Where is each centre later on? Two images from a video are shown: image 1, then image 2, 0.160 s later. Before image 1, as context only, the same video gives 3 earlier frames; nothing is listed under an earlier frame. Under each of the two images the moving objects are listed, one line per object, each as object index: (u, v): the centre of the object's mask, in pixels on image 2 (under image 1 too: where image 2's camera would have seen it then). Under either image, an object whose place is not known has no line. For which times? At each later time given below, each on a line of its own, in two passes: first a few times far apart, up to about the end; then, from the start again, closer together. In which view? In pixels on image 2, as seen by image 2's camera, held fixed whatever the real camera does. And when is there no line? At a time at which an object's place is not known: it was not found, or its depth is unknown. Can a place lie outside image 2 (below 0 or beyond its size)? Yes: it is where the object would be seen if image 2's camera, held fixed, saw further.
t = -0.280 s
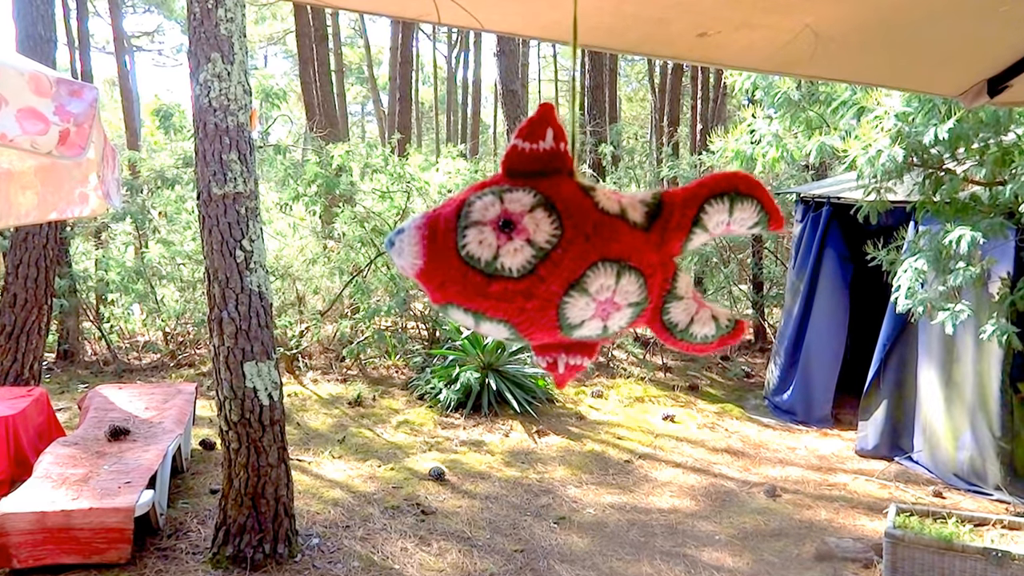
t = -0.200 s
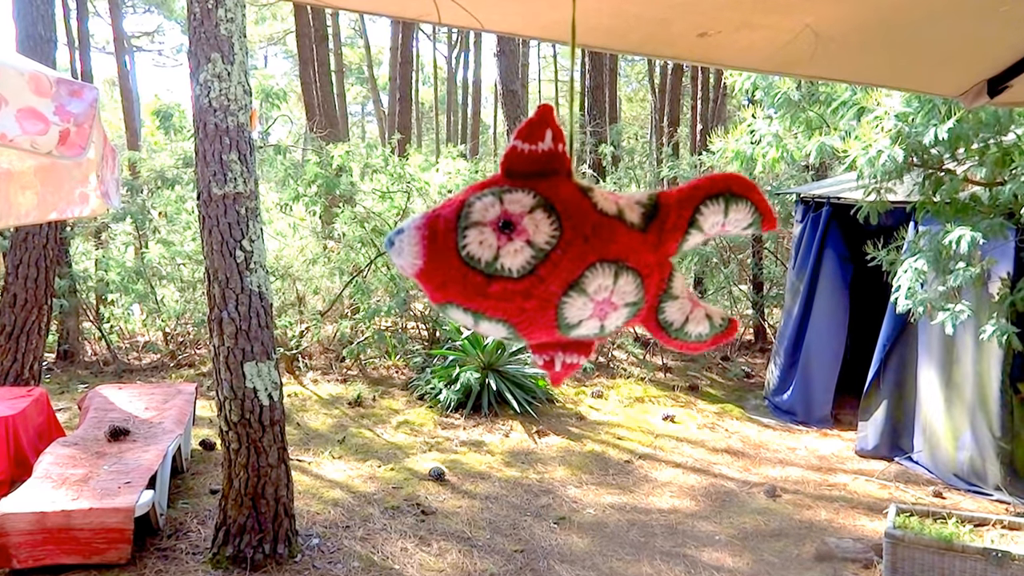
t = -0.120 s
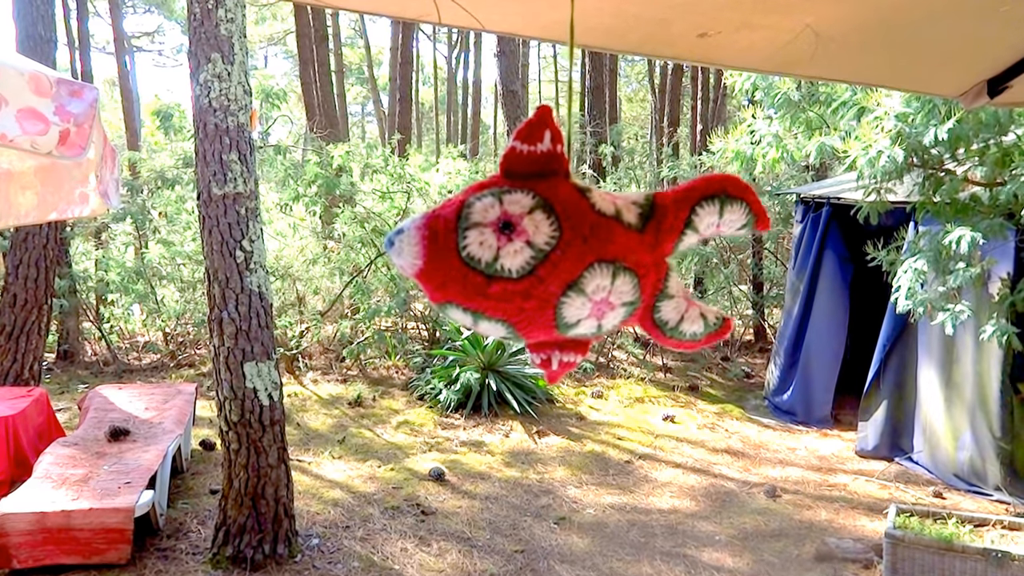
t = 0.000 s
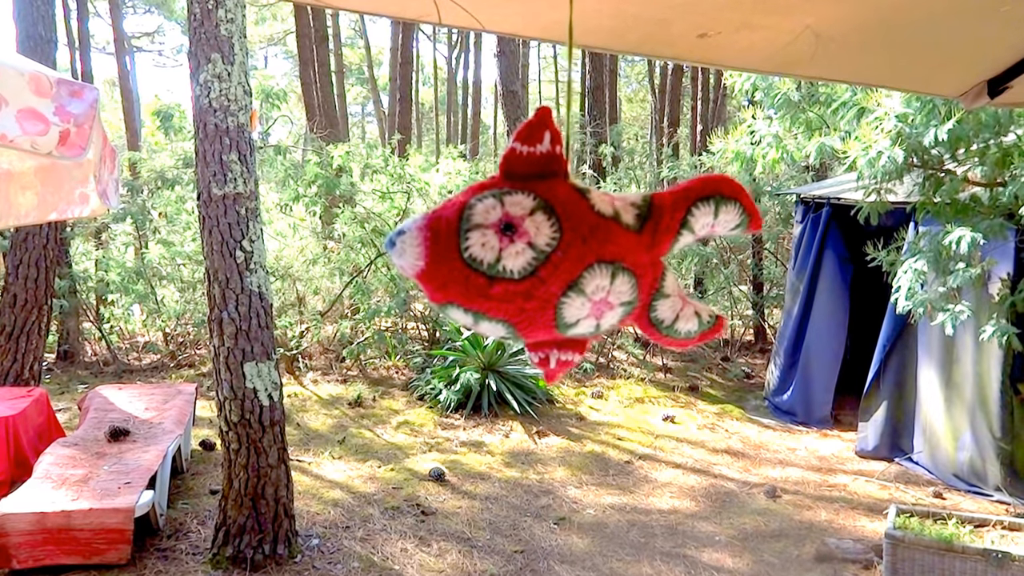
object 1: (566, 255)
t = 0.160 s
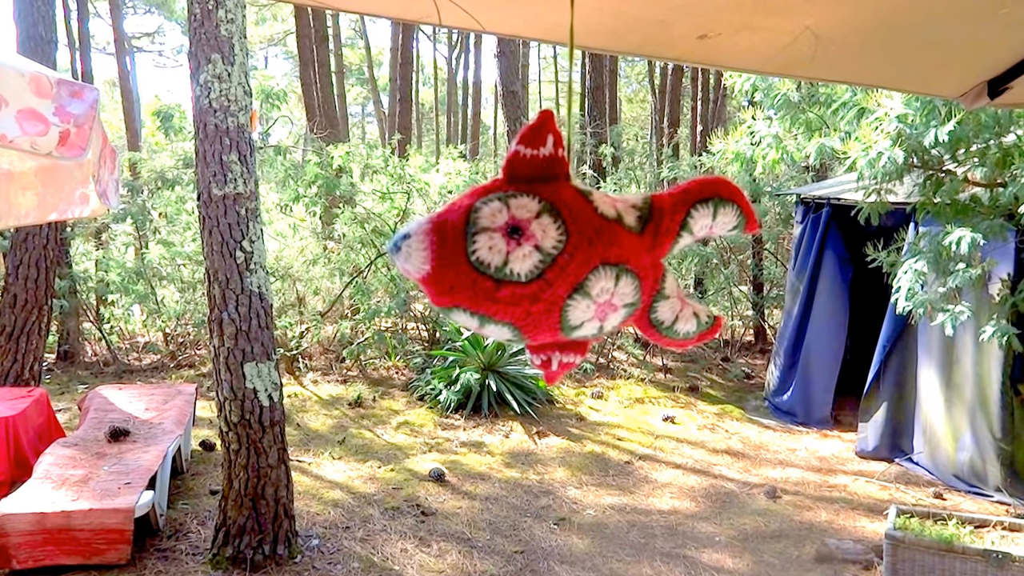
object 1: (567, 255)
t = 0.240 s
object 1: (568, 255)
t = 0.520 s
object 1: (574, 257)
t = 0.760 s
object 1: (570, 257)
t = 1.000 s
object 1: (559, 254)
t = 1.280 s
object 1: (556, 258)
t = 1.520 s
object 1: (560, 259)
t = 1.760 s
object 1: (564, 259)
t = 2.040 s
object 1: (559, 258)
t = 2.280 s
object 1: (558, 259)
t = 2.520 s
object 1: (570, 262)
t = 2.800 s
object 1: (589, 261)
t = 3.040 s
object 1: (593, 260)
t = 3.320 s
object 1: (583, 258)
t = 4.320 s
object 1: (574, 260)
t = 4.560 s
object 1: (559, 261)
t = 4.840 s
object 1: (556, 260)
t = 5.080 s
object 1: (558, 264)
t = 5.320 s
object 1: (557, 265)
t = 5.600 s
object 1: (545, 266)
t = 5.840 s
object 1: (540, 267)
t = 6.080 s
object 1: (553, 265)
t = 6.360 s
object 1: (573, 264)
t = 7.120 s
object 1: (580, 259)
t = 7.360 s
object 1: (604, 254)
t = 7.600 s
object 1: (616, 253)
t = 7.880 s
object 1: (602, 249)
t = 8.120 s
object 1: (589, 248)
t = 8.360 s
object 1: (588, 250)
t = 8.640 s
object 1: (587, 249)
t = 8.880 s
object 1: (576, 248)
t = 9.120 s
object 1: (559, 244)
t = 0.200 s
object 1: (567, 255)
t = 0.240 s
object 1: (568, 255)
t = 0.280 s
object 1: (569, 255)
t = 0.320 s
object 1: (570, 255)
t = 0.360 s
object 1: (571, 255)
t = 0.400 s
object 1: (573, 256)
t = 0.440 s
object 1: (573, 256)
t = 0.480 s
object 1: (574, 256)
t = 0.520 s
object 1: (574, 257)
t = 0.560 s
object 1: (574, 257)
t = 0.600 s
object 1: (574, 257)
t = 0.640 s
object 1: (573, 257)
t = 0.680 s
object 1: (572, 257)
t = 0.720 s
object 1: (571, 257)
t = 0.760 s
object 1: (570, 257)
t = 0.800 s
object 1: (568, 256)
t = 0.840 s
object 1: (566, 255)
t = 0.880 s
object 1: (564, 255)
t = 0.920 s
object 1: (563, 255)
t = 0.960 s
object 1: (561, 254)
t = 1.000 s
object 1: (559, 254)
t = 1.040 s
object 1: (558, 254)
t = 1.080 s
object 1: (557, 255)
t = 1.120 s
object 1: (556, 256)
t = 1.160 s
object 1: (556, 256)
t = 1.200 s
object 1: (555, 257)
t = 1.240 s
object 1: (556, 258)
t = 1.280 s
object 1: (556, 258)
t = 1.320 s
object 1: (556, 258)
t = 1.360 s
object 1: (557, 258)
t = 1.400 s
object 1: (558, 258)
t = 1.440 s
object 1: (559, 258)
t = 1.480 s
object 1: (559, 258)
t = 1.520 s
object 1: (560, 259)
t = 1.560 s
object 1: (562, 259)
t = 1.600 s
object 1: (563, 260)
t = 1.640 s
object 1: (564, 261)
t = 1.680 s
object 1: (564, 260)
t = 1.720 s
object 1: (565, 260)
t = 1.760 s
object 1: (564, 259)
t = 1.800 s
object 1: (564, 259)
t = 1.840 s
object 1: (564, 258)
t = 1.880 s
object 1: (563, 258)
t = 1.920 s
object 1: (562, 258)
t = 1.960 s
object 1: (561, 257)
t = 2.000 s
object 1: (560, 257)
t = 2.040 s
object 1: (559, 258)
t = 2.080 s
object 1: (558, 258)
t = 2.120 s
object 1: (557, 258)
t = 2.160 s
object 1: (557, 258)
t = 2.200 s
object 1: (557, 259)
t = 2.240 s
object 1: (557, 258)
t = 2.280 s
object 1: (558, 259)
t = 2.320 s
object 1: (559, 260)
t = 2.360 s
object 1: (560, 260)
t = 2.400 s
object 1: (562, 261)
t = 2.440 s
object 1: (564, 262)
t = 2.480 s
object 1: (566, 262)
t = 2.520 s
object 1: (570, 262)
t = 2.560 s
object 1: (573, 262)
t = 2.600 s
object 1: (576, 262)
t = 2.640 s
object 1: (579, 261)
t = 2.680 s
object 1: (582, 260)
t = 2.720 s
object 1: (585, 261)
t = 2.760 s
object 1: (587, 261)
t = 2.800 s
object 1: (589, 261)
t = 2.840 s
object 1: (590, 261)
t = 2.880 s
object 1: (592, 261)
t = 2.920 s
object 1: (593, 261)
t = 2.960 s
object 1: (593, 260)
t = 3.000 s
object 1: (593, 260)
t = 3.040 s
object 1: (593, 260)
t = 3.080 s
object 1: (592, 260)
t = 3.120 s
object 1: (591, 260)
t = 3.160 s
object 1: (590, 259)
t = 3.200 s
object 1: (588, 259)
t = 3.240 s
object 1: (587, 258)
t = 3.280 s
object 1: (585, 258)
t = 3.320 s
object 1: (583, 258)
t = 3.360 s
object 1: (581, 258)
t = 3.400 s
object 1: (579, 258)
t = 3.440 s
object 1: (578, 258)
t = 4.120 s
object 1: (585, 259)
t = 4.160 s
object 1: (584, 259)
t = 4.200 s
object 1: (582, 260)
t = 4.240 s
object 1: (580, 260)
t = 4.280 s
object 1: (577, 260)
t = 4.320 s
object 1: (574, 260)
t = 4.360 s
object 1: (571, 261)
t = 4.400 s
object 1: (569, 261)
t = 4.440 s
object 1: (566, 261)
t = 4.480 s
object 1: (563, 261)
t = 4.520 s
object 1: (560, 261)
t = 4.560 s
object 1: (559, 261)
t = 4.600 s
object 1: (558, 261)
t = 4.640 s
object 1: (557, 261)
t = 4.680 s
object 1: (556, 260)
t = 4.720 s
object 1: (556, 260)
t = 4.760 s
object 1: (556, 260)
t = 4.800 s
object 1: (556, 260)
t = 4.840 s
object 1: (556, 260)
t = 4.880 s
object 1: (556, 260)
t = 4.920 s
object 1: (556, 261)
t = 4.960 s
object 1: (557, 261)
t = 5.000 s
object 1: (557, 262)
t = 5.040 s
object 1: (558, 263)
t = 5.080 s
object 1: (558, 264)
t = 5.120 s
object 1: (558, 265)
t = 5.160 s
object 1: (558, 266)
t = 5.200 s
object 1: (558, 267)
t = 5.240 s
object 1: (558, 266)
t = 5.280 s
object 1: (558, 266)
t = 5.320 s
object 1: (557, 265)
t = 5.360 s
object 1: (556, 265)
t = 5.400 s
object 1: (554, 265)
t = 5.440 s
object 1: (552, 265)
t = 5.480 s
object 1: (550, 266)
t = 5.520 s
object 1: (548, 266)
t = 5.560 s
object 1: (546, 267)
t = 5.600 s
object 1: (545, 266)
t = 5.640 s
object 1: (543, 266)
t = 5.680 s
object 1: (541, 266)
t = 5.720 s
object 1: (540, 266)
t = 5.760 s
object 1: (540, 266)
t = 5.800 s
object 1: (540, 267)
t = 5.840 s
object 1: (540, 267)
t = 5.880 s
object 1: (541, 267)
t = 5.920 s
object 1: (543, 267)
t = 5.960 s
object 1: (544, 267)
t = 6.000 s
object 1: (546, 267)
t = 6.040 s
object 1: (550, 267)
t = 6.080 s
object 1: (553, 265)
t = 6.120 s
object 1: (556, 265)
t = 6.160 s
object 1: (559, 265)
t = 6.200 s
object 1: (562, 265)
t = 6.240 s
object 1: (565, 265)
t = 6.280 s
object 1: (568, 265)
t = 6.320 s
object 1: (571, 264)
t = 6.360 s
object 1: (573, 264)
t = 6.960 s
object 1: (571, 259)
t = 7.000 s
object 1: (573, 258)
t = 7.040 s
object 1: (575, 259)
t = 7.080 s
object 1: (576, 259)
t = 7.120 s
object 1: (580, 259)
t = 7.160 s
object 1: (583, 258)
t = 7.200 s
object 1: (588, 258)
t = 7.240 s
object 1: (592, 257)
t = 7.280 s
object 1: (596, 256)
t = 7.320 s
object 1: (600, 255)
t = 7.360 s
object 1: (604, 254)
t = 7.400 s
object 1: (608, 254)
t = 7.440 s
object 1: (611, 253)
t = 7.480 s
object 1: (614, 253)
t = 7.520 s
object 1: (615, 253)
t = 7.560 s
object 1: (615, 253)
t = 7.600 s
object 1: (616, 253)
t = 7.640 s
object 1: (615, 252)
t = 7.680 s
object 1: (614, 251)
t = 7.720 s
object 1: (612, 251)
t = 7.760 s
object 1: (609, 250)
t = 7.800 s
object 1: (607, 249)
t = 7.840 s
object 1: (604, 249)
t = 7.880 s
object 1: (602, 249)
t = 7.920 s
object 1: (599, 249)
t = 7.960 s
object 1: (597, 248)
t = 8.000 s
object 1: (594, 248)
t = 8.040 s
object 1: (592, 247)
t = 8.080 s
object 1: (589, 248)
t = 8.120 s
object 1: (589, 248)
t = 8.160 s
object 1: (589, 248)
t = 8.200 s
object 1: (589, 247)
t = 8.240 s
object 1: (588, 248)
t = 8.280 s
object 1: (588, 248)
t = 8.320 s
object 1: (588, 249)
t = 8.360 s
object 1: (588, 250)
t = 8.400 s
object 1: (588, 250)
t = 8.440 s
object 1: (589, 248)
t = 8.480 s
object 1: (589, 249)
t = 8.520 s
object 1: (589, 249)
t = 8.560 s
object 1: (589, 249)
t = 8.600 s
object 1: (588, 249)
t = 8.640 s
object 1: (587, 249)
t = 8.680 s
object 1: (587, 249)
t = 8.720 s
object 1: (586, 249)
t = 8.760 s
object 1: (585, 249)
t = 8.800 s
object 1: (582, 249)
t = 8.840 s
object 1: (579, 249)
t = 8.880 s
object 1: (576, 248)
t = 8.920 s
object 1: (573, 247)
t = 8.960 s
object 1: (571, 247)
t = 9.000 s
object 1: (567, 246)
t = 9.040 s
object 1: (564, 246)
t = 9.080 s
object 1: (561, 245)
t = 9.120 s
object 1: (559, 244)
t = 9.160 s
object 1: (556, 243)
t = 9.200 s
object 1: (553, 243)
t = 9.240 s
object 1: (551, 242)
